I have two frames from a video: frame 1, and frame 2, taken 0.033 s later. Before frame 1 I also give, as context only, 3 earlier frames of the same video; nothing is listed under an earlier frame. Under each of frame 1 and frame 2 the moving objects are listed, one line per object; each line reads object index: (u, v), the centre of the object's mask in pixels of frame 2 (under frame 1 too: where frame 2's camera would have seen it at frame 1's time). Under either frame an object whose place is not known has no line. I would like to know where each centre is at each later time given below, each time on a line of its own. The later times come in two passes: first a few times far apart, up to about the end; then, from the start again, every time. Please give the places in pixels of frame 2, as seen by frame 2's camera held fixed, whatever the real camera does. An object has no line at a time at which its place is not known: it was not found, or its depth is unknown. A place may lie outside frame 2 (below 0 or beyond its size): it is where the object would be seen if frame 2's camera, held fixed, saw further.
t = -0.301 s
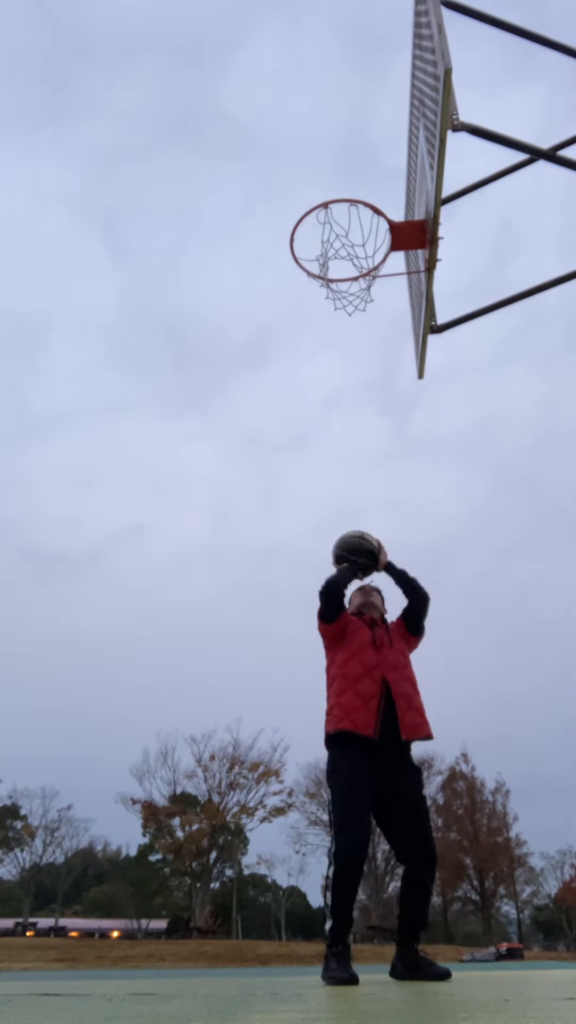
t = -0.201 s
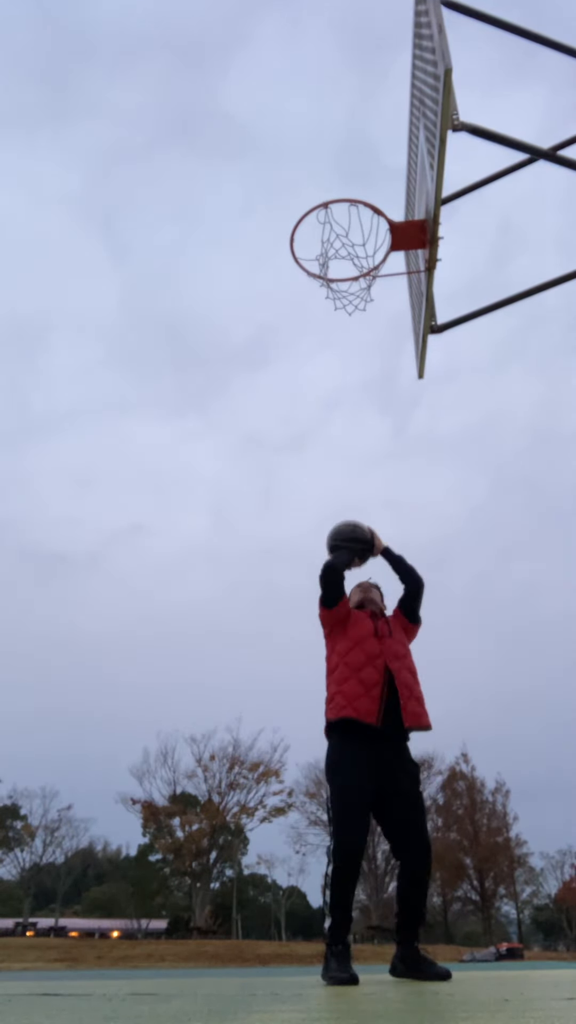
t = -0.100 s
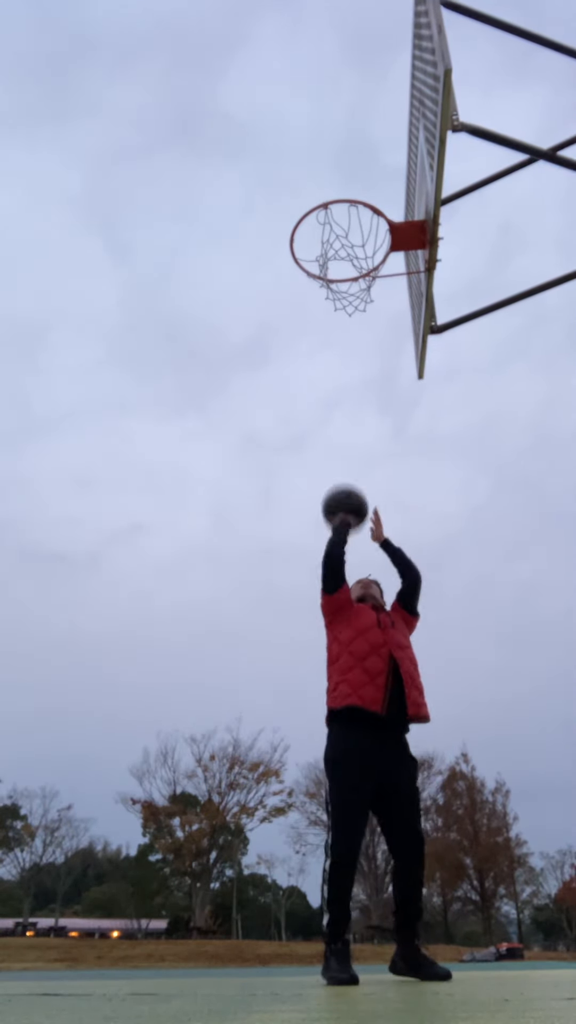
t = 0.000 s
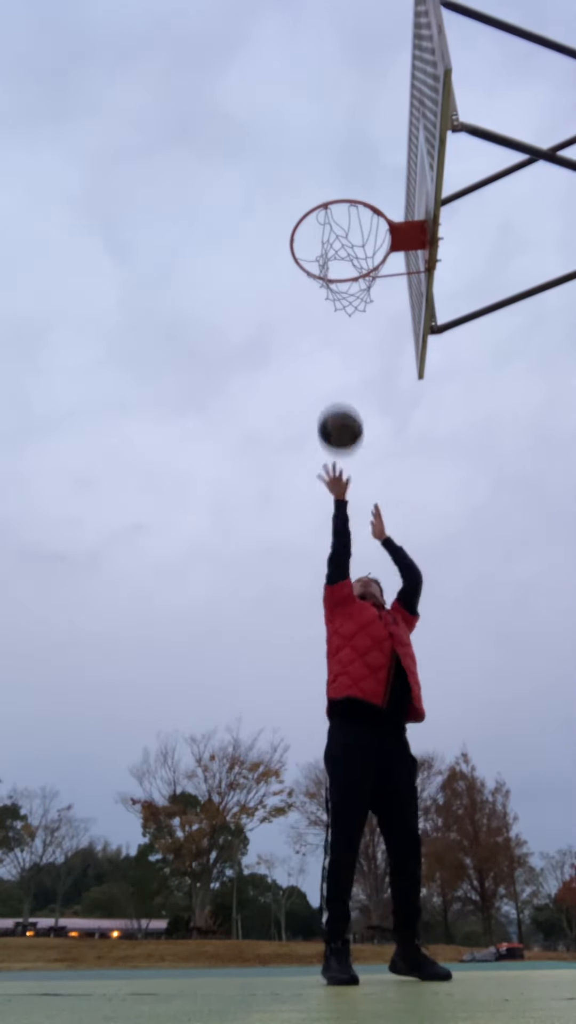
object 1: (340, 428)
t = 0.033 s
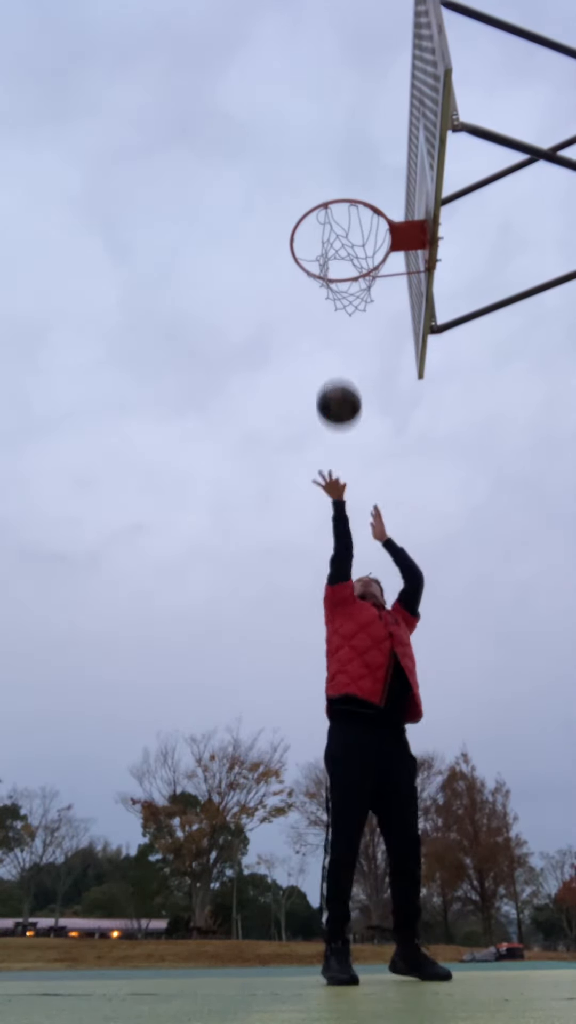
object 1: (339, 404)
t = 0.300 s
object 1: (330, 262)
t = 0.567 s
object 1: (326, 215)
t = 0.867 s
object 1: (366, 285)
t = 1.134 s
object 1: (358, 305)
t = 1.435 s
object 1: (339, 469)
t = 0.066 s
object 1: (338, 380)
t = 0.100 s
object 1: (336, 359)
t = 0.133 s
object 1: (335, 339)
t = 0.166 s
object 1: (334, 322)
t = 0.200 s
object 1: (333, 305)
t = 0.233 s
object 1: (332, 290)
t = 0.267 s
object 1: (331, 275)
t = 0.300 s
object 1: (330, 262)
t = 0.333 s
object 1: (330, 252)
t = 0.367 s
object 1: (329, 242)
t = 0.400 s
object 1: (328, 234)
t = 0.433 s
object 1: (328, 227)
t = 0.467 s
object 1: (327, 221)
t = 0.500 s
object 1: (327, 218)
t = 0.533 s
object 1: (326, 215)
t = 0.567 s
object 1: (326, 215)
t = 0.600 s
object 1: (325, 215)
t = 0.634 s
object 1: (326, 218)
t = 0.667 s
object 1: (334, 230)
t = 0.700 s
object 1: (342, 244)
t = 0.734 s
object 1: (349, 258)
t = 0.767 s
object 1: (358, 274)
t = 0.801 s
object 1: (364, 286)
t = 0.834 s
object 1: (366, 287)
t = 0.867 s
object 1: (366, 285)
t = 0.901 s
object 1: (366, 284)
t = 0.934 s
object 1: (366, 284)
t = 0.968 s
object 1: (366, 286)
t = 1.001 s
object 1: (366, 288)
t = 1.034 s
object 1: (365, 290)
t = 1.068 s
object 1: (363, 294)
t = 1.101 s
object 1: (361, 298)
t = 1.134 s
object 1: (358, 305)
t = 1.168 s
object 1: (356, 313)
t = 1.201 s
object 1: (353, 323)
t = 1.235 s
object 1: (351, 336)
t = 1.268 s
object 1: (349, 351)
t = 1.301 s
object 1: (347, 368)
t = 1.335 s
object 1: (345, 388)
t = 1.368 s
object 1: (342, 412)
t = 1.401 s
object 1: (341, 439)
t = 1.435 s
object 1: (339, 469)
